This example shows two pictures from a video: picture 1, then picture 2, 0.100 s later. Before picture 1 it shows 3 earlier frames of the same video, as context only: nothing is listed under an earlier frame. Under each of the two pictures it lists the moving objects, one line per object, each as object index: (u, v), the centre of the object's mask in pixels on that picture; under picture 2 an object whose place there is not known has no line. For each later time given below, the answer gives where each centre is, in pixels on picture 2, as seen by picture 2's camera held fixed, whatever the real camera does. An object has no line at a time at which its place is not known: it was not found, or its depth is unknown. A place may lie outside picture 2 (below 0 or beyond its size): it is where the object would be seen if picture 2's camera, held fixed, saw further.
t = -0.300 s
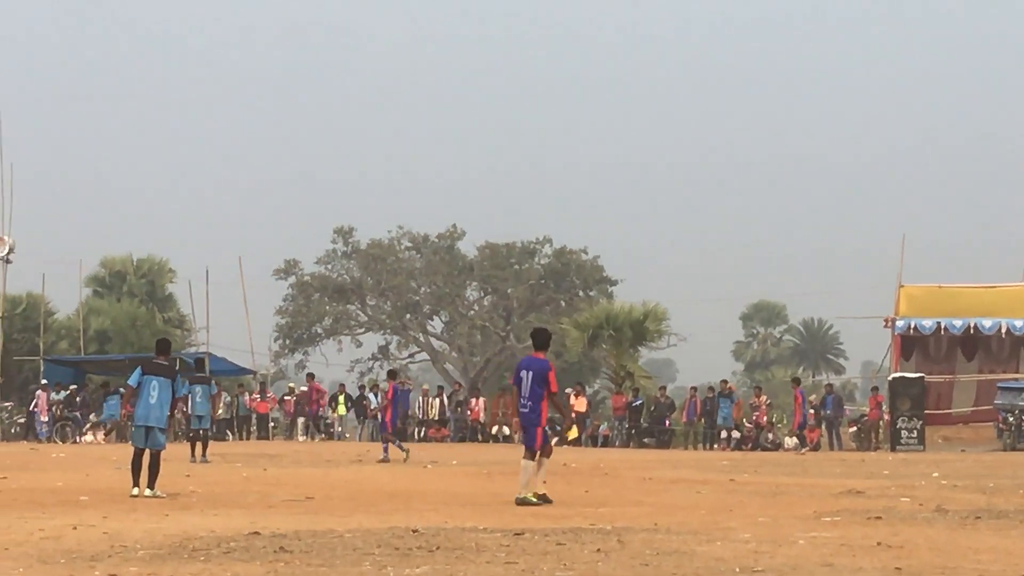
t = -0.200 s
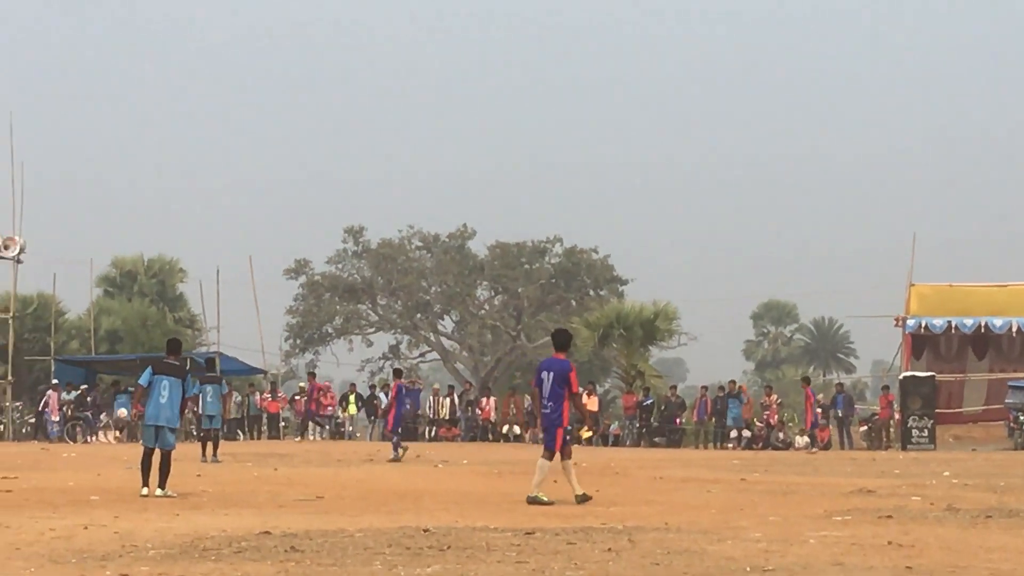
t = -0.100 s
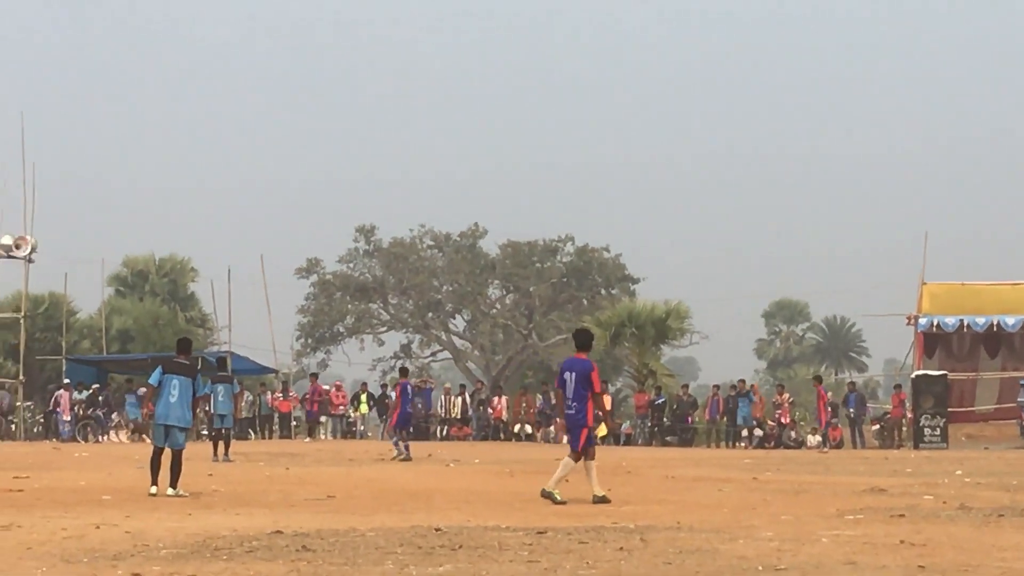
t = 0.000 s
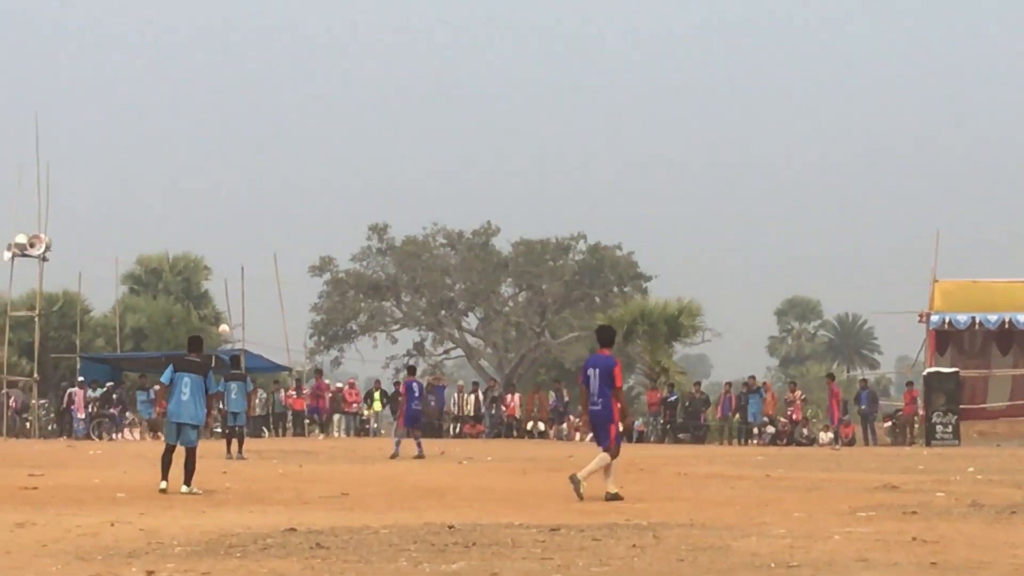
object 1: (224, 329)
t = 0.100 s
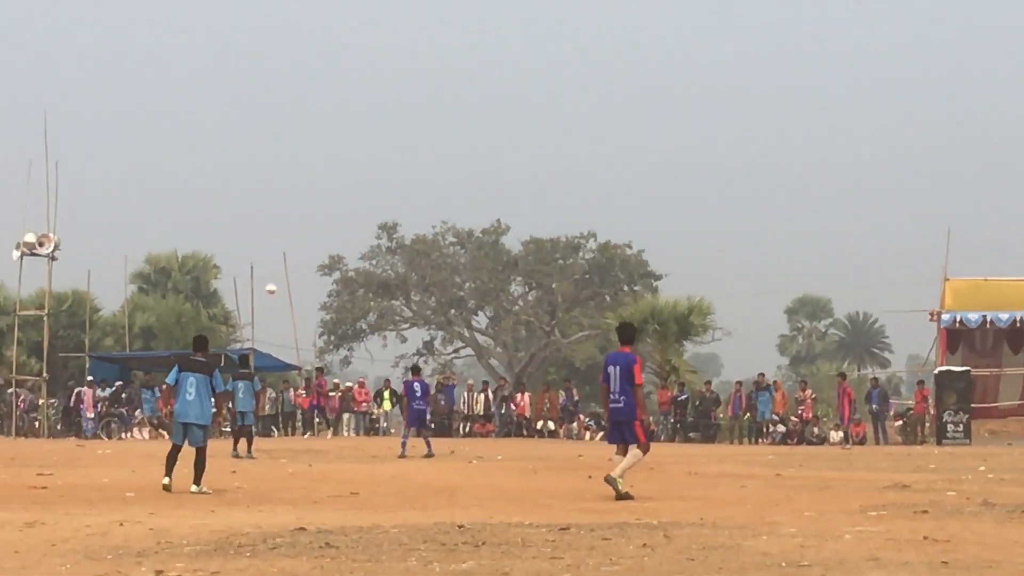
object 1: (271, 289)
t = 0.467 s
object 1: (416, 152)
